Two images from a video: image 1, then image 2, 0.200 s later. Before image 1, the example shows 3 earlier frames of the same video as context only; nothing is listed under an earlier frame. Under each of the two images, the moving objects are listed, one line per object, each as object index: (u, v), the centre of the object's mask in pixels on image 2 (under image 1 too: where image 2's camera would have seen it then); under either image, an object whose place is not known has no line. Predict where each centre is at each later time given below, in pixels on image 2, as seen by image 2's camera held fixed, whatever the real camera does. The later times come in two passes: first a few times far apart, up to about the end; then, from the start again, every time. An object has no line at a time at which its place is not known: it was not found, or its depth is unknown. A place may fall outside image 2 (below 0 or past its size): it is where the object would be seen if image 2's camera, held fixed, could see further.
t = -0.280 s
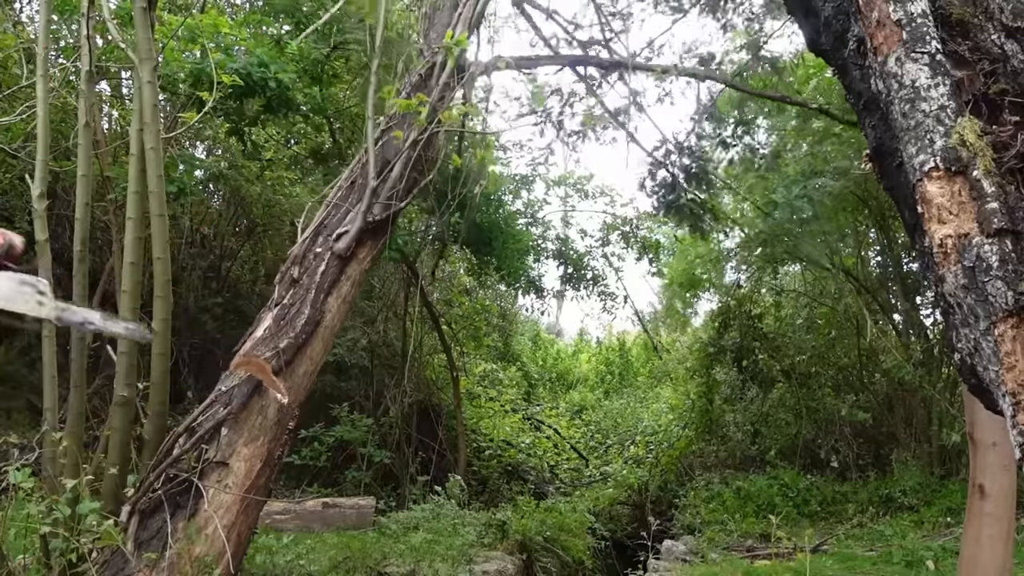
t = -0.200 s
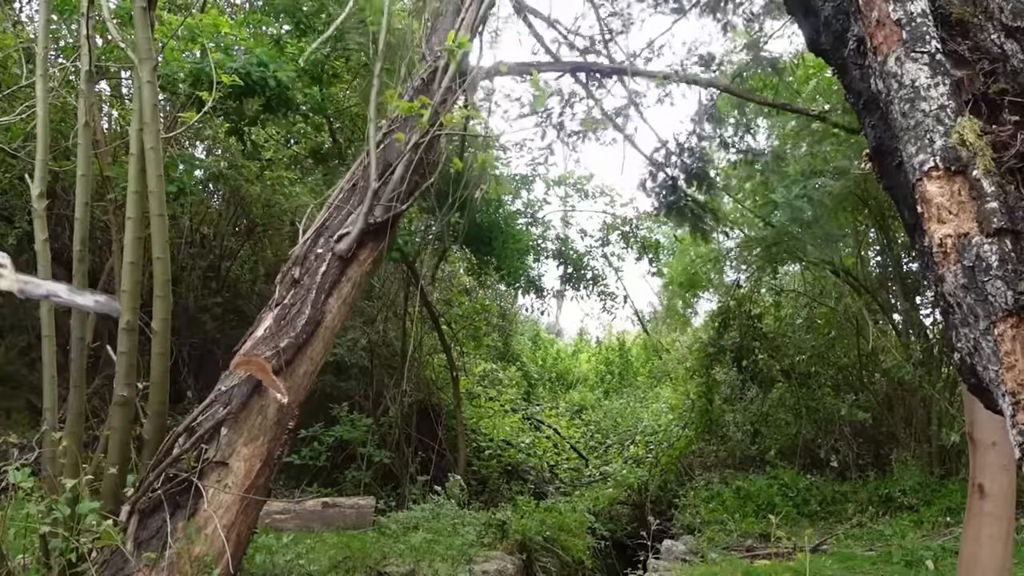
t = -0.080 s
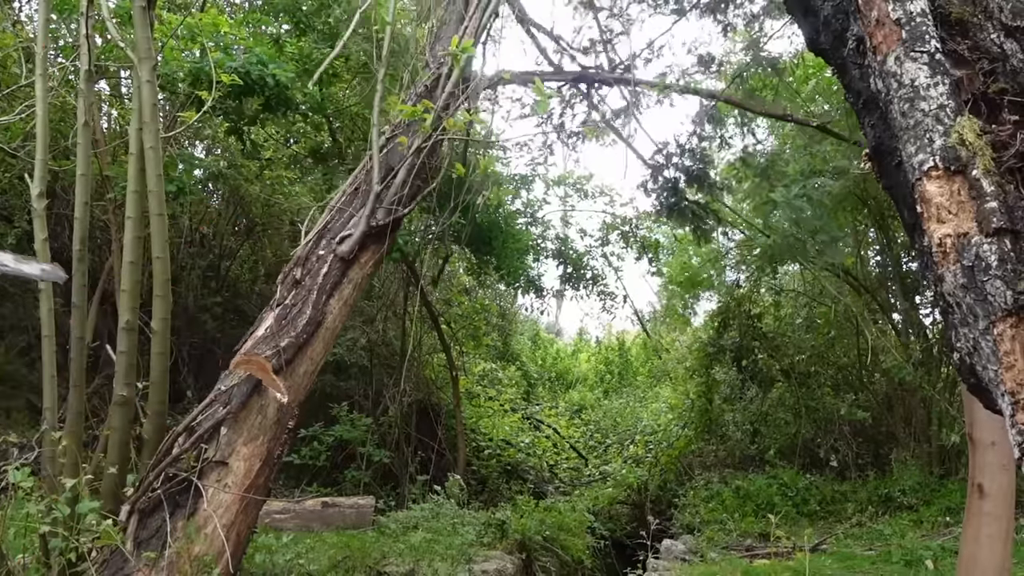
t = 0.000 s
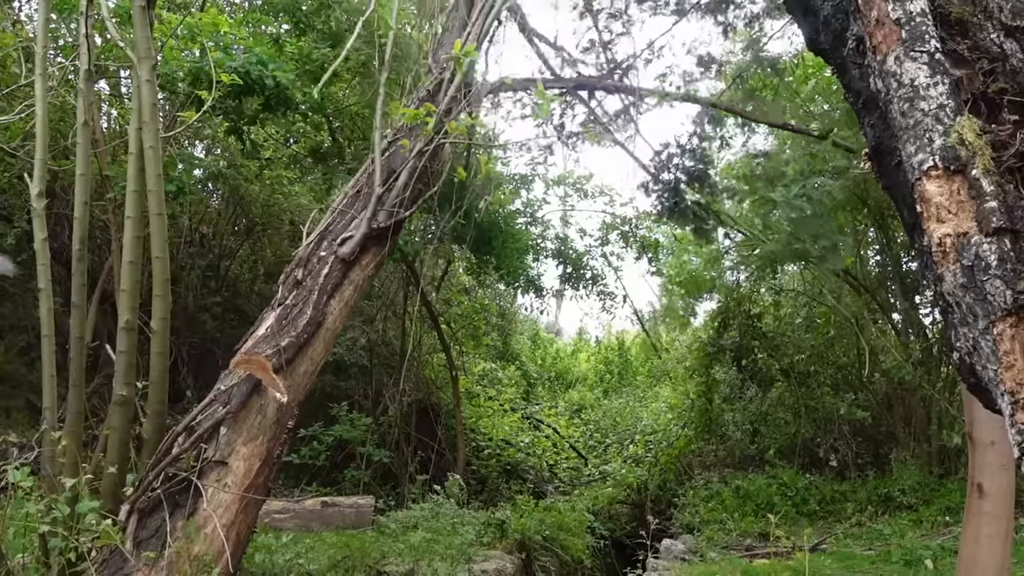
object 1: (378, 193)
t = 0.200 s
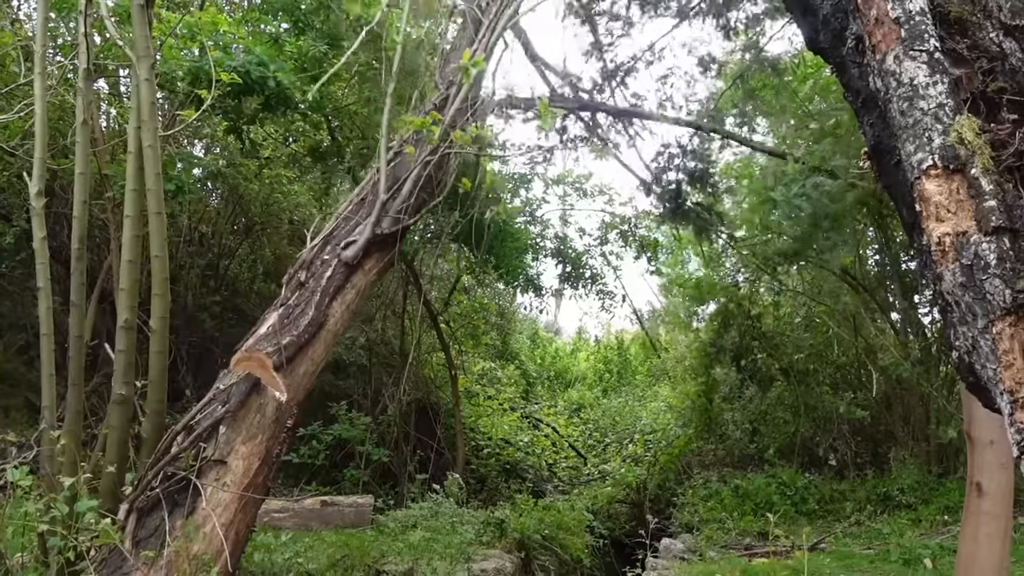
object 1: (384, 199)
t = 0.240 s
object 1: (386, 199)
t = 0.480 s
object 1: (403, 208)
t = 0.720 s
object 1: (426, 216)
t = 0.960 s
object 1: (437, 254)
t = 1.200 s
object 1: (466, 281)
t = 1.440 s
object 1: (424, 360)
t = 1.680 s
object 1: (476, 442)
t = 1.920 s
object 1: (477, 483)
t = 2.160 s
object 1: (462, 476)
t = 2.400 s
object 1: (477, 475)
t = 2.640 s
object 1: (466, 479)
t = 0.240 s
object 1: (386, 199)
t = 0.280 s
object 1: (388, 200)
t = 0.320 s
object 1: (391, 201)
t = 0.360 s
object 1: (396, 201)
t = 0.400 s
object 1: (393, 208)
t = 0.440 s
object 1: (397, 209)
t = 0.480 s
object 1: (403, 208)
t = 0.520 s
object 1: (404, 212)
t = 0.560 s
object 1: (410, 209)
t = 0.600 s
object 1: (417, 208)
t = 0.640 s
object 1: (416, 212)
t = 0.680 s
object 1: (422, 213)
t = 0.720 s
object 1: (426, 216)
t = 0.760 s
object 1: (426, 223)
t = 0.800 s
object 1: (431, 226)
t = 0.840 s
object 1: (437, 229)
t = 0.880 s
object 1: (442, 232)
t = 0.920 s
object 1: (437, 246)
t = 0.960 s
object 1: (437, 254)
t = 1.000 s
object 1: (449, 253)
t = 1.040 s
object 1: (446, 267)
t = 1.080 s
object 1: (455, 270)
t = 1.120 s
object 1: (459, 275)
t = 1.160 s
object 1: (460, 280)
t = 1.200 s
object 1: (466, 281)
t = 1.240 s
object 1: (464, 289)
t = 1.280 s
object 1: (461, 298)
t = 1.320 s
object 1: (444, 321)
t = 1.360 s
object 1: (429, 337)
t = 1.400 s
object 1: (431, 351)
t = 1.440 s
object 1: (424, 360)
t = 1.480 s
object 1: (426, 363)
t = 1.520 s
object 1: (428, 379)
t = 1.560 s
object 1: (445, 393)
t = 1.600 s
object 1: (450, 415)
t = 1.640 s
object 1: (473, 426)
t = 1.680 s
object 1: (476, 442)
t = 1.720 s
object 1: (436, 481)
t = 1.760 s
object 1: (475, 477)
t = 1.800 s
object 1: (475, 477)
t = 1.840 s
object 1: (475, 482)
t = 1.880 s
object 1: (470, 484)
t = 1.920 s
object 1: (477, 483)
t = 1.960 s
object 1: (471, 484)
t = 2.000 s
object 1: (469, 481)
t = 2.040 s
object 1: (467, 481)
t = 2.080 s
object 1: (469, 480)
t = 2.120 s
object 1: (467, 477)
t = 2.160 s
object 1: (462, 476)
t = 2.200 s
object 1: (460, 475)
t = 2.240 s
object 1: (467, 474)
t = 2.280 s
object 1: (470, 474)
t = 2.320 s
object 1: (477, 473)
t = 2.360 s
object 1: (469, 472)
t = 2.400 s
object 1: (477, 475)
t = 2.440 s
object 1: (478, 477)
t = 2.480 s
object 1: (476, 478)
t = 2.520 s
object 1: (485, 478)
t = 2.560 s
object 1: (475, 479)
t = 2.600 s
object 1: (478, 478)
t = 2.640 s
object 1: (466, 479)
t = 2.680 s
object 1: (476, 478)
